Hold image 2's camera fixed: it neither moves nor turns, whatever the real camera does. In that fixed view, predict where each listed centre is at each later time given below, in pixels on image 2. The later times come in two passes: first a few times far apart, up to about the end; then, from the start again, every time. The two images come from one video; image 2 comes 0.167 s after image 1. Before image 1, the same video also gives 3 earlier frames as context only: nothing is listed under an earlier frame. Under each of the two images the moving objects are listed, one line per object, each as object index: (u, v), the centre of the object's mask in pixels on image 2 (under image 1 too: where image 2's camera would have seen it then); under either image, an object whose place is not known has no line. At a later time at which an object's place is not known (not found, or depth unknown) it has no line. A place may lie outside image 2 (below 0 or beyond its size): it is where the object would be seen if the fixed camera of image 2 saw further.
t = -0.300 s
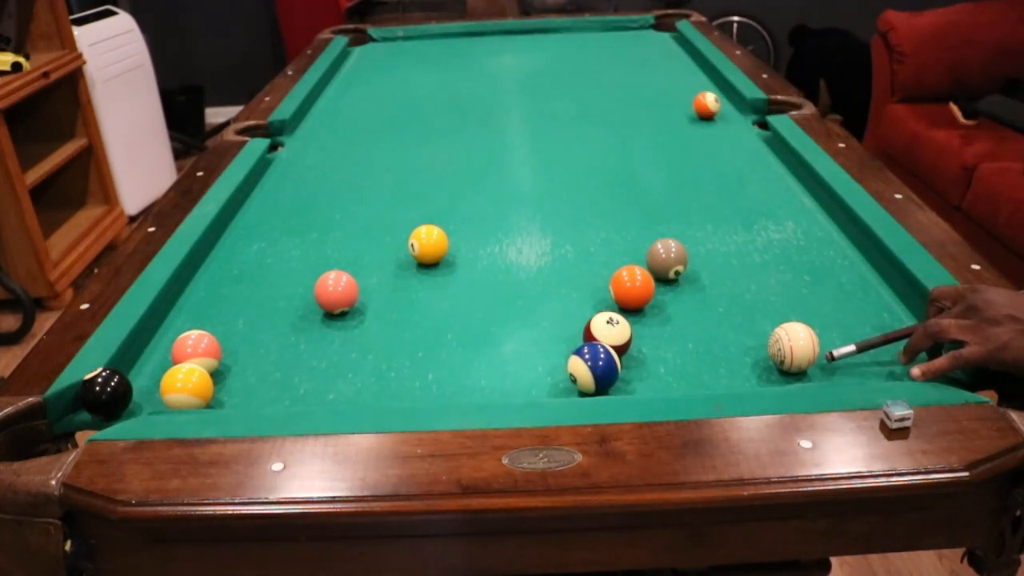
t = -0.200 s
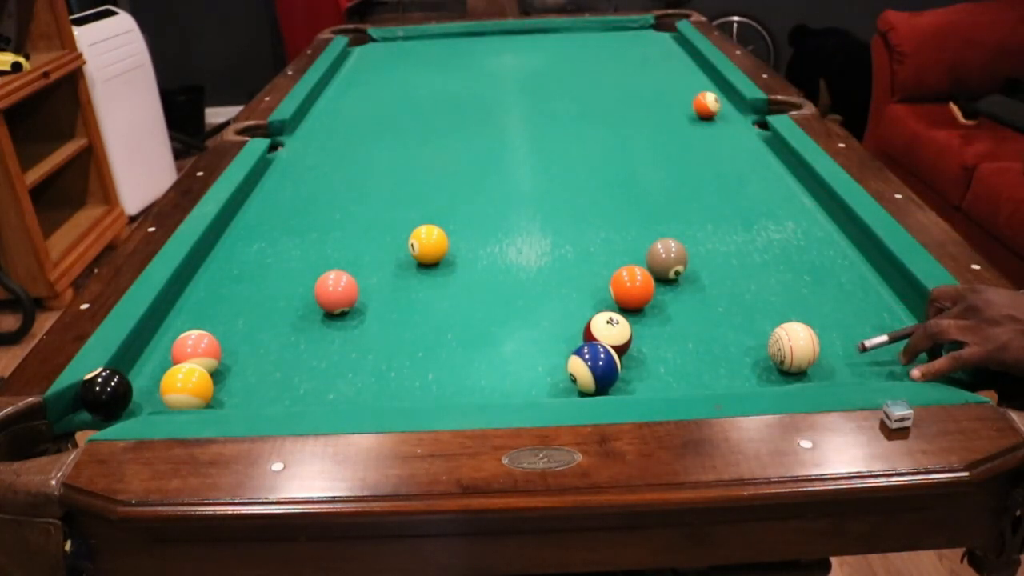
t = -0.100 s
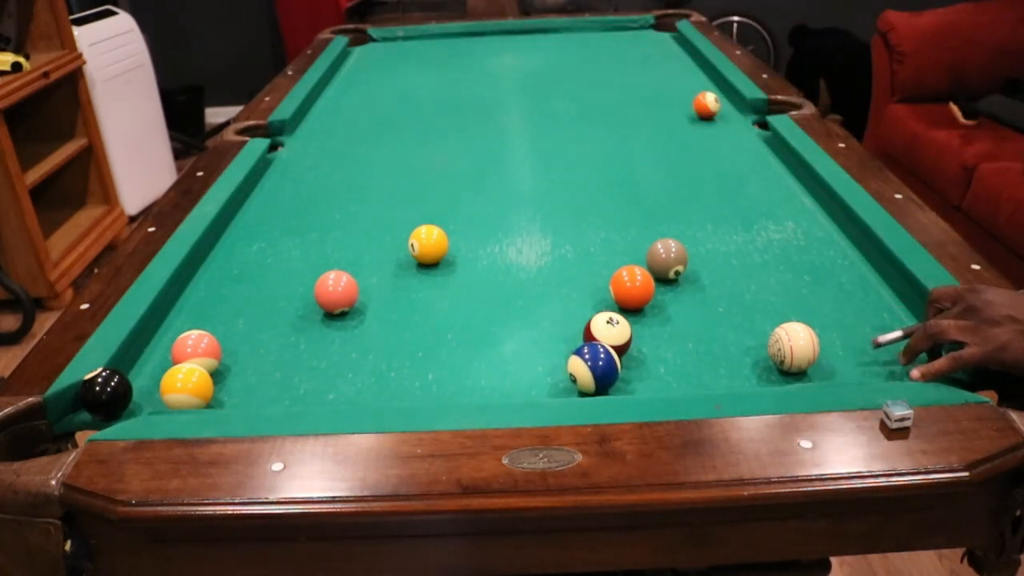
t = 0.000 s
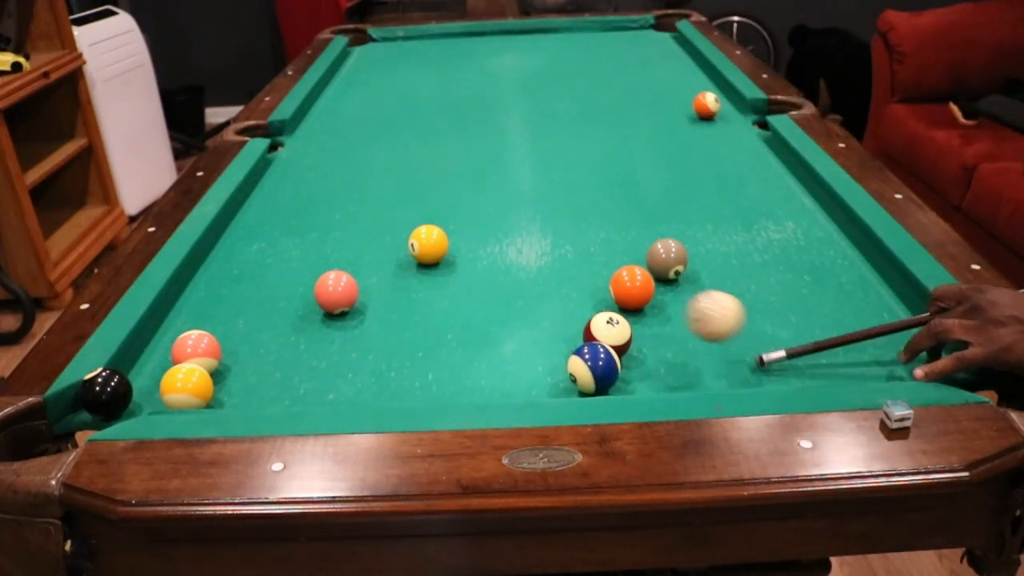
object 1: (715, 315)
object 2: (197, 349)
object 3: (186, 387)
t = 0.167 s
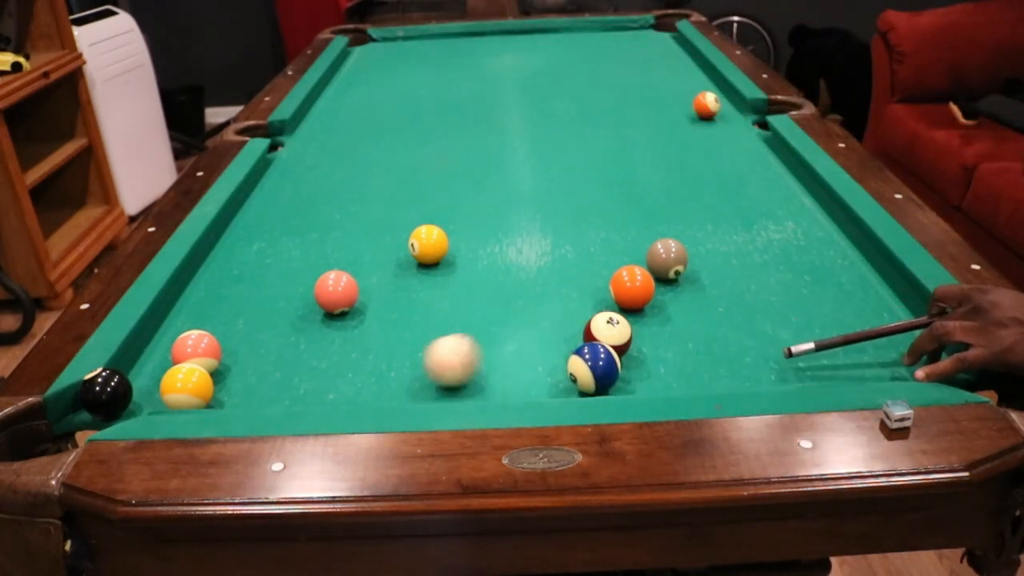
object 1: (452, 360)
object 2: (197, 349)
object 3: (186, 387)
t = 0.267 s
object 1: (311, 350)
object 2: (197, 349)
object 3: (187, 387)
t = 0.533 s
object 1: (242, 346)
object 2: (166, 330)
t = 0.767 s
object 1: (245, 329)
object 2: (211, 307)
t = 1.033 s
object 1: (248, 311)
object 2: (264, 282)
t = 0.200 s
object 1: (404, 349)
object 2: (197, 349)
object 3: (187, 387)
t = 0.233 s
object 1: (356, 345)
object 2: (197, 349)
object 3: (187, 387)
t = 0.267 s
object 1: (311, 350)
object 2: (197, 349)
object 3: (187, 387)
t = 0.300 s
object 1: (267, 363)
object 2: (197, 349)
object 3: (187, 387)
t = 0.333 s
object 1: (229, 361)
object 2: (191, 347)
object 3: (182, 388)
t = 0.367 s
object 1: (230, 351)
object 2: (183, 349)
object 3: (154, 395)
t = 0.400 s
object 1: (234, 349)
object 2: (173, 345)
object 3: (126, 405)
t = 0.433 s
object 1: (240, 354)
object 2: (162, 340)
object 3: (104, 414)
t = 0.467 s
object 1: (241, 349)
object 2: (153, 337)
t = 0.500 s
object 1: (242, 348)
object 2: (157, 333)
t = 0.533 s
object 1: (242, 346)
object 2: (166, 330)
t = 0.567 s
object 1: (242, 344)
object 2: (173, 327)
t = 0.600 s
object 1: (243, 341)
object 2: (180, 324)
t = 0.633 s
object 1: (243, 339)
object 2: (187, 321)
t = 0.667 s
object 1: (244, 336)
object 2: (193, 317)
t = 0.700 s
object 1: (244, 333)
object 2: (200, 314)
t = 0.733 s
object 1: (245, 331)
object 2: (206, 311)
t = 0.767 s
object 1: (245, 329)
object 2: (211, 307)
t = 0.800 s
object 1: (245, 326)
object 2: (217, 303)
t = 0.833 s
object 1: (246, 324)
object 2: (222, 299)
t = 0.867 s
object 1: (246, 322)
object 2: (228, 294)
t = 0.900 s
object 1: (246, 320)
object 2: (236, 290)
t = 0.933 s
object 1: (247, 317)
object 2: (243, 287)
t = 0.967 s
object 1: (248, 316)
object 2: (250, 285)
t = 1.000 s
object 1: (248, 313)
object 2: (257, 283)
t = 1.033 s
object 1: (248, 311)
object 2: (264, 282)
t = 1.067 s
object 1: (249, 309)
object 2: (269, 281)
